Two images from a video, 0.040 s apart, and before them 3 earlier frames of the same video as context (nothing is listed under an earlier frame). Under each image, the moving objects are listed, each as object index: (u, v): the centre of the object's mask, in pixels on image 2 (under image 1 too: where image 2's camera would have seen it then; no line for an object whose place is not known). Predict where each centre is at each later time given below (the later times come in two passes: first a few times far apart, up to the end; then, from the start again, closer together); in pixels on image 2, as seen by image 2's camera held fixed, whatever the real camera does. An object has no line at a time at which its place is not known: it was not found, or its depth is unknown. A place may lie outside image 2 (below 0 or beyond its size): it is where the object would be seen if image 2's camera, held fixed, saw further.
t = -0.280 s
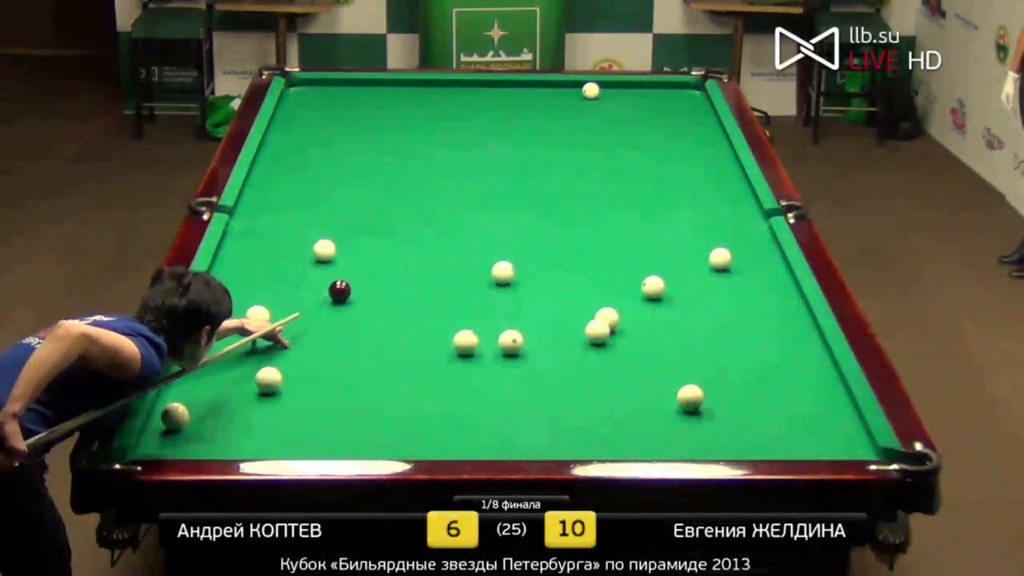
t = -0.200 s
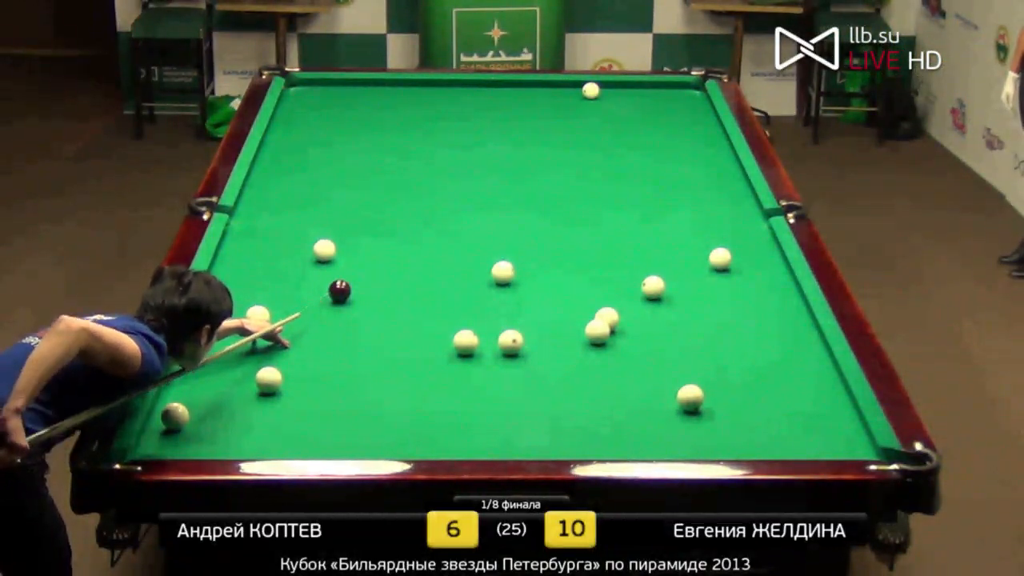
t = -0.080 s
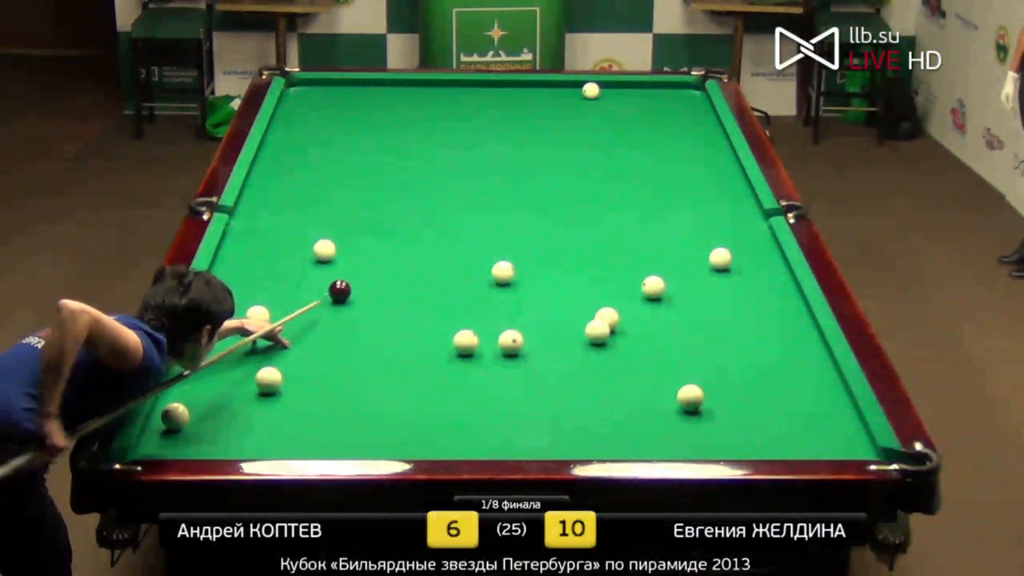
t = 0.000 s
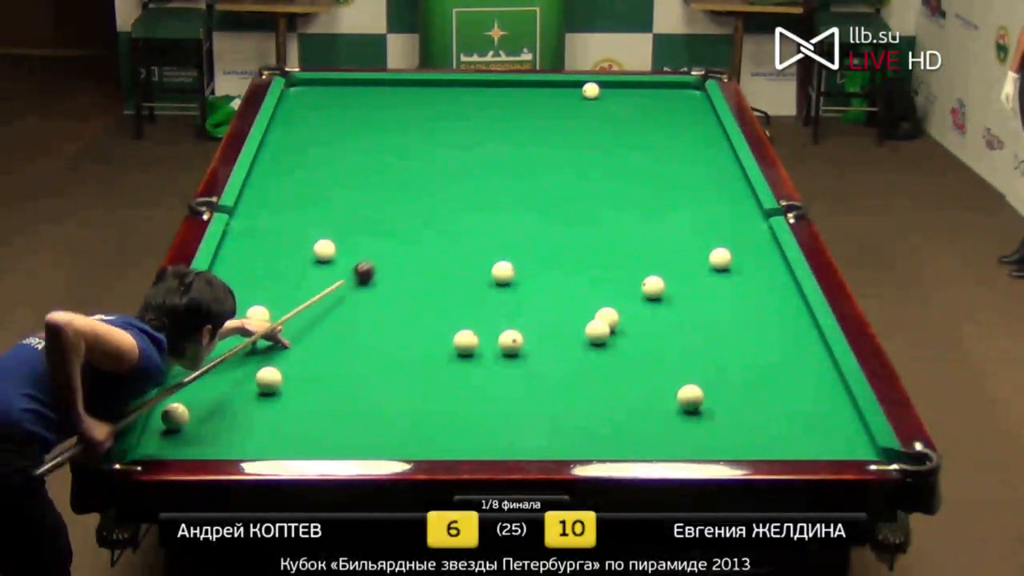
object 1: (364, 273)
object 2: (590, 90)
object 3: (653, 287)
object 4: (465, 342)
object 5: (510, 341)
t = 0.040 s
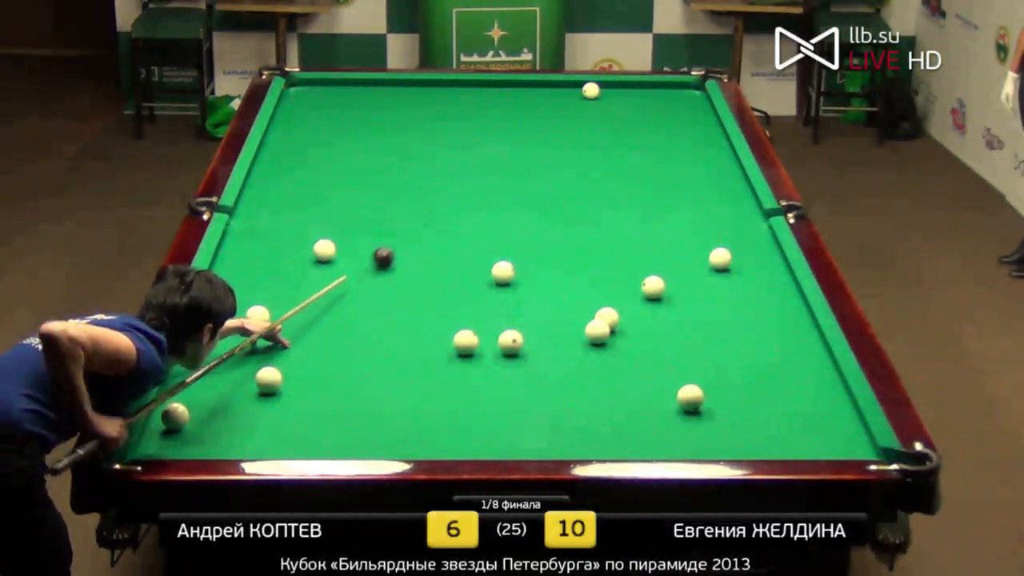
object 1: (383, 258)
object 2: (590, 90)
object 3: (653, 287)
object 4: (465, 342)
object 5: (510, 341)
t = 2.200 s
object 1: (622, 93)
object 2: (642, 236)
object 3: (653, 287)
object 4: (465, 341)
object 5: (511, 341)
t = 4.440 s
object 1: (497, 105)
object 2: (809, 363)
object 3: (547, 419)
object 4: (465, 342)
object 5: (510, 341)
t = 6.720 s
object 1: (440, 108)
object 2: (756, 415)
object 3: (489, 333)
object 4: (438, 335)
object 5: (522, 338)
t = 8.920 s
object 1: (436, 108)
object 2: (742, 425)
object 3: (490, 324)
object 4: (421, 332)
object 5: (524, 338)
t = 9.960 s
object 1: (436, 108)
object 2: (742, 424)
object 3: (490, 324)
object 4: (420, 332)
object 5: (524, 338)
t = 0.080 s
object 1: (401, 244)
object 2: (590, 90)
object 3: (653, 287)
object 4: (465, 342)
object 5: (510, 341)
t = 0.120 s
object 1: (418, 231)
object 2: (590, 90)
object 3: (653, 287)
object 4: (465, 342)
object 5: (510, 341)
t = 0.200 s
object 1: (449, 208)
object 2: (590, 90)
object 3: (653, 287)
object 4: (465, 342)
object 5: (510, 341)
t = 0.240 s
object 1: (462, 197)
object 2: (590, 90)
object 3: (653, 287)
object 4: (465, 342)
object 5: (510, 341)
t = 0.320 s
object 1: (487, 178)
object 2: (590, 90)
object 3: (653, 287)
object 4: (465, 342)
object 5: (510, 341)
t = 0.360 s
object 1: (498, 169)
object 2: (590, 90)
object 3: (653, 287)
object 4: (465, 342)
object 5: (510, 341)
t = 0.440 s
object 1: (520, 152)
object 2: (590, 90)
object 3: (653, 287)
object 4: (465, 342)
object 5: (510, 341)
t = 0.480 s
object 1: (531, 144)
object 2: (590, 90)
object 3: (653, 287)
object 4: (465, 342)
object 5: (511, 341)
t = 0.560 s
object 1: (550, 128)
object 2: (590, 90)
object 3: (653, 287)
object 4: (465, 342)
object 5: (510, 341)
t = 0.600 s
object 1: (560, 121)
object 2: (590, 90)
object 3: (653, 287)
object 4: (465, 342)
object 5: (511, 341)
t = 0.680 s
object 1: (578, 107)
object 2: (590, 90)
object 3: (653, 287)
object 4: (465, 342)
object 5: (511, 341)
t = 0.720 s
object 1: (586, 101)
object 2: (591, 89)
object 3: (653, 287)
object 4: (465, 342)
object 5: (511, 341)
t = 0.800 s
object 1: (605, 95)
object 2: (588, 83)
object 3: (653, 287)
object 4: (465, 342)
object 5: (511, 341)
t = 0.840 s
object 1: (615, 95)
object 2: (589, 86)
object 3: (653, 287)
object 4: (465, 342)
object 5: (511, 341)
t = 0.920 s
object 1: (635, 93)
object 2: (592, 94)
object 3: (653, 287)
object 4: (465, 342)
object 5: (510, 341)
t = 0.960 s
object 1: (645, 93)
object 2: (594, 98)
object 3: (653, 287)
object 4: (465, 342)
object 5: (511, 341)
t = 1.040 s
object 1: (663, 90)
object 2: (596, 106)
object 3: (653, 287)
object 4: (465, 342)
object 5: (511, 341)
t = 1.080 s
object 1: (672, 88)
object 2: (598, 110)
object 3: (653, 287)
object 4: (465, 342)
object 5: (510, 341)
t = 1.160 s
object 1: (690, 85)
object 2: (600, 117)
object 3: (653, 287)
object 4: (465, 342)
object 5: (511, 341)
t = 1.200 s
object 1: (698, 85)
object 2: (602, 120)
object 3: (653, 287)
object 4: (465, 341)
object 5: (511, 341)
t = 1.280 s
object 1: (689, 87)
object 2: (605, 129)
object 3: (653, 287)
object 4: (465, 342)
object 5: (511, 341)
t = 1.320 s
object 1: (686, 87)
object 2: (606, 133)
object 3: (653, 287)
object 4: (465, 341)
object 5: (511, 341)
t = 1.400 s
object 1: (679, 88)
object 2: (609, 141)
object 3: (653, 287)
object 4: (465, 341)
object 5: (511, 341)
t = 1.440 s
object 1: (676, 88)
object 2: (610, 145)
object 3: (653, 287)
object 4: (465, 341)
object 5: (511, 341)
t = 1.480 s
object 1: (674, 89)
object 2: (612, 149)
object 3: (653, 287)
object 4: (465, 341)
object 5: (511, 341)
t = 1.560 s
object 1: (668, 89)
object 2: (615, 158)
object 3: (653, 287)
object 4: (465, 341)
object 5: (511, 341)
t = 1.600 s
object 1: (665, 89)
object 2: (616, 162)
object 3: (653, 287)
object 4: (465, 341)
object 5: (511, 341)
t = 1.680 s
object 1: (659, 90)
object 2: (620, 171)
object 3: (653, 287)
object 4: (465, 341)
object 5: (511, 341)
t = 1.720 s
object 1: (656, 90)
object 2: (621, 176)
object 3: (653, 287)
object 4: (465, 341)
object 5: (511, 341)
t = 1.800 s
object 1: (650, 91)
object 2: (625, 185)
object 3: (653, 287)
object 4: (465, 341)
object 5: (511, 341)
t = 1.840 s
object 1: (647, 91)
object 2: (626, 190)
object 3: (653, 287)
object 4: (465, 341)
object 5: (511, 341)
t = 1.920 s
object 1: (642, 91)
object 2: (629, 199)
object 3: (653, 287)
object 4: (465, 341)
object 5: (511, 341)
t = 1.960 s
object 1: (639, 91)
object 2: (631, 204)
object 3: (653, 287)
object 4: (465, 341)
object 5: (511, 341)
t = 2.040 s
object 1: (633, 92)
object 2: (635, 214)
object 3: (653, 287)
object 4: (465, 341)
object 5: (511, 341)
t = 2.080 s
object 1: (630, 93)
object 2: (636, 220)
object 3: (653, 287)
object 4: (465, 341)
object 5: (511, 341)
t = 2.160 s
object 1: (625, 93)
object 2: (640, 230)
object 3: (653, 287)
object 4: (465, 341)
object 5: (511, 341)
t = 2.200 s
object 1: (622, 93)
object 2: (642, 236)
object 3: (653, 287)
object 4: (465, 341)
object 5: (511, 341)
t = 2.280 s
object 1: (616, 94)
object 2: (646, 247)
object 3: (653, 287)
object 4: (465, 341)
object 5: (511, 341)
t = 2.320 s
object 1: (614, 95)
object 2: (648, 252)
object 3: (653, 287)
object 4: (465, 341)
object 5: (511, 341)
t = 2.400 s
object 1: (608, 95)
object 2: (651, 263)
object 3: (653, 287)
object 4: (465, 341)
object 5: (510, 341)
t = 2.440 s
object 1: (606, 95)
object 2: (653, 267)
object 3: (653, 287)
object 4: (465, 341)
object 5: (511, 341)
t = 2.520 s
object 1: (600, 96)
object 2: (661, 277)
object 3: (651, 291)
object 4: (465, 341)
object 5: (510, 341)
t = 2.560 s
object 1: (598, 96)
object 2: (665, 280)
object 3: (649, 295)
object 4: (465, 341)
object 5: (510, 341)
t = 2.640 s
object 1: (593, 96)
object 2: (672, 284)
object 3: (644, 304)
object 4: (465, 341)
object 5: (510, 341)
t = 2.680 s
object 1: (591, 97)
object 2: (677, 285)
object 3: (643, 308)
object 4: (465, 341)
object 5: (510, 341)
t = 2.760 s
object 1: (586, 97)
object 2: (685, 290)
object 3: (639, 316)
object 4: (465, 341)
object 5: (510, 341)
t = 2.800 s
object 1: (583, 98)
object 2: (689, 291)
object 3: (637, 320)
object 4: (465, 341)
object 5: (510, 341)
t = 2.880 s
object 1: (578, 98)
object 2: (698, 295)
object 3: (633, 328)
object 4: (465, 341)
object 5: (510, 341)
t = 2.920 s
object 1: (576, 98)
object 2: (701, 297)
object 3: (631, 332)
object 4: (465, 341)
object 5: (510, 341)
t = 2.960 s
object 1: (573, 98)
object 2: (706, 299)
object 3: (629, 336)
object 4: (465, 341)
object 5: (510, 341)
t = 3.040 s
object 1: (568, 99)
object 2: (715, 303)
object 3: (624, 345)
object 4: (465, 341)
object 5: (511, 341)
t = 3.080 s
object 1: (566, 99)
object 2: (719, 305)
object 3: (622, 349)
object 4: (465, 341)
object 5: (510, 341)
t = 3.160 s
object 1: (561, 99)
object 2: (727, 309)
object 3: (618, 357)
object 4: (465, 341)
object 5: (510, 341)
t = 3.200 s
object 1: (559, 99)
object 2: (731, 311)
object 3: (616, 361)
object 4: (465, 341)
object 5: (510, 341)
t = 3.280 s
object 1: (555, 100)
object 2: (739, 314)
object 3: (612, 370)
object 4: (465, 341)
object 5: (510, 341)
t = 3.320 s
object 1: (552, 100)
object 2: (743, 316)
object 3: (609, 373)
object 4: (465, 341)
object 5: (510, 341)
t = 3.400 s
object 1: (548, 100)
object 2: (752, 320)
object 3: (605, 383)
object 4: (465, 341)
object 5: (511, 341)
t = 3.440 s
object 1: (546, 101)
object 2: (756, 322)
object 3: (603, 388)
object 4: (465, 341)
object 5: (510, 341)
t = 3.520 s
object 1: (542, 101)
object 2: (764, 326)
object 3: (599, 397)
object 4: (465, 341)
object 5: (511, 341)
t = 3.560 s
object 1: (539, 101)
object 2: (768, 328)
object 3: (596, 401)
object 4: (465, 341)
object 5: (510, 341)
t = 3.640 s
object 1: (535, 102)
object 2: (776, 331)
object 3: (592, 411)
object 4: (465, 341)
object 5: (511, 341)
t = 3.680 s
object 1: (533, 102)
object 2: (780, 333)
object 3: (589, 415)
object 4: (465, 341)
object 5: (511, 341)
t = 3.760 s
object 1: (529, 102)
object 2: (788, 337)
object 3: (584, 425)
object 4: (465, 341)
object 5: (511, 341)
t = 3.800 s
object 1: (527, 102)
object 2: (792, 338)
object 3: (582, 429)
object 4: (465, 341)
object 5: (510, 341)
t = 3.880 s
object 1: (523, 103)
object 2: (800, 342)
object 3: (577, 438)
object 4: (465, 341)
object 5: (511, 341)
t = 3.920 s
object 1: (521, 103)
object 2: (804, 344)
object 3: (574, 441)
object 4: (465, 341)
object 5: (510, 341)
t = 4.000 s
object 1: (517, 103)
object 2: (812, 348)
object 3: (570, 445)
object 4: (465, 341)
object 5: (510, 341)
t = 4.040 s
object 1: (515, 103)
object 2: (816, 350)
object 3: (567, 443)
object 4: (465, 341)
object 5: (510, 341)
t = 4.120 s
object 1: (512, 104)
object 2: (818, 353)
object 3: (563, 440)
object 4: (465, 341)
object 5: (510, 341)
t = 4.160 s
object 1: (510, 104)
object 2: (817, 354)
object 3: (561, 438)
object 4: (465, 341)
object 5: (510, 341)
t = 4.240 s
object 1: (506, 104)
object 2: (815, 357)
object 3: (557, 432)
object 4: (465, 342)
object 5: (510, 341)
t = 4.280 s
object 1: (504, 104)
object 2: (814, 358)
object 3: (555, 429)
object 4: (465, 341)
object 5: (510, 341)
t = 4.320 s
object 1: (503, 105)
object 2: (813, 359)
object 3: (553, 427)
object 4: (465, 342)
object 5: (510, 341)
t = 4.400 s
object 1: (499, 105)
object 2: (810, 362)
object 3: (549, 421)
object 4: (465, 342)
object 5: (510, 341)
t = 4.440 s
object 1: (497, 105)
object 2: (809, 363)
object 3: (547, 419)
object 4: (465, 342)
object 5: (510, 341)
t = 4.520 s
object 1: (494, 105)
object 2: (807, 366)
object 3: (543, 414)
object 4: (465, 341)
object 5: (510, 341)
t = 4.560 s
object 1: (493, 105)
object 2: (806, 367)
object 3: (541, 411)
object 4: (465, 341)
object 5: (510, 341)
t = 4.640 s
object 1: (489, 106)
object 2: (804, 369)
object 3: (538, 407)
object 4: (465, 341)
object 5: (510, 341)
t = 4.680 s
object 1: (488, 106)
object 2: (803, 370)
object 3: (536, 405)
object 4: (465, 341)
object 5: (510, 341)
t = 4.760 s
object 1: (485, 106)
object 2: (801, 373)
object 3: (532, 400)
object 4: (465, 342)
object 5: (510, 341)
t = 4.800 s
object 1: (483, 106)
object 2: (799, 374)
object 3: (531, 397)
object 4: (465, 341)
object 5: (510, 341)
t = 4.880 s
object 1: (480, 106)
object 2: (798, 376)
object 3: (527, 394)
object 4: (465, 342)
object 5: (510, 341)
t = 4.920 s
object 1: (479, 106)
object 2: (796, 377)
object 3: (525, 392)
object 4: (465, 341)
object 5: (510, 342)
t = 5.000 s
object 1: (476, 107)
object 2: (795, 379)
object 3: (522, 387)
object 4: (465, 342)
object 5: (510, 341)
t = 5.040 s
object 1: (475, 107)
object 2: (794, 381)
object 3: (520, 385)
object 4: (465, 341)
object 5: (510, 341)
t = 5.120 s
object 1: (472, 107)
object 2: (791, 383)
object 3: (517, 381)
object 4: (465, 341)
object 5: (510, 341)
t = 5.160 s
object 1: (471, 107)
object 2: (790, 384)
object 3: (515, 379)
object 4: (465, 341)
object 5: (510, 341)
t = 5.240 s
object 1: (469, 107)
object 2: (788, 386)
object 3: (512, 375)
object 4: (465, 341)
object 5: (510, 341)
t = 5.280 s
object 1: (467, 107)
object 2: (787, 387)
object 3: (510, 373)
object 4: (466, 341)
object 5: (510, 341)
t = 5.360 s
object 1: (465, 107)
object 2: (785, 389)
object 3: (507, 370)
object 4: (465, 342)
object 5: (510, 341)
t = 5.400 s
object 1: (464, 107)
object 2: (784, 390)
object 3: (505, 368)
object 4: (465, 341)
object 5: (510, 341)
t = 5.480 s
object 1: (462, 107)
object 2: (782, 392)
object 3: (503, 365)
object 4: (465, 341)
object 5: (511, 341)
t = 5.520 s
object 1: (461, 107)
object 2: (781, 393)
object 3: (501, 363)
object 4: (465, 341)
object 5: (511, 340)
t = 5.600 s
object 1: (459, 107)
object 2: (780, 394)
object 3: (499, 359)
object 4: (465, 342)
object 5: (511, 340)
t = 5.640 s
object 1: (458, 108)
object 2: (778, 396)
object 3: (497, 357)
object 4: (465, 342)
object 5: (511, 340)
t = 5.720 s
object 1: (455, 108)
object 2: (777, 397)
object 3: (494, 355)
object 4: (465, 341)
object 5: (511, 341)
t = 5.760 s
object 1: (455, 108)
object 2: (776, 398)
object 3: (494, 354)
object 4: (465, 342)
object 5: (511, 341)
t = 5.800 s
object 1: (454, 108)
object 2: (775, 399)
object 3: (492, 351)
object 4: (465, 342)
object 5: (511, 341)
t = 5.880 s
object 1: (452, 108)
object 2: (773, 401)
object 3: (489, 348)
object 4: (465, 342)
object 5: (511, 341)
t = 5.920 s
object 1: (451, 108)
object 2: (772, 402)
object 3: (488, 347)
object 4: (464, 341)
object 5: (511, 341)
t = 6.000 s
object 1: (450, 108)
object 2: (771, 404)
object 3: (490, 345)
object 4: (462, 341)
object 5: (512, 340)
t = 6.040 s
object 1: (449, 108)
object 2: (770, 404)
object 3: (488, 344)
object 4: (460, 340)
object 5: (513, 341)
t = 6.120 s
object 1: (448, 108)
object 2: (768, 406)
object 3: (488, 343)
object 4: (457, 340)
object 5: (515, 341)
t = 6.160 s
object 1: (447, 108)
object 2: (767, 407)
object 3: (488, 342)
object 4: (455, 339)
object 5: (515, 340)
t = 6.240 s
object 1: (446, 108)
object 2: (765, 408)
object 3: (488, 341)
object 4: (453, 339)
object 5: (517, 340)
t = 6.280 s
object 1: (445, 108)
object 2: (765, 408)
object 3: (488, 340)
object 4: (451, 338)
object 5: (517, 340)
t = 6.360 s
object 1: (444, 108)
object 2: (763, 410)
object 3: (488, 339)
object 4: (449, 338)
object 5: (519, 339)
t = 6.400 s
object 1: (443, 108)
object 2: (762, 411)
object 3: (488, 338)
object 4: (447, 337)
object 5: (519, 339)
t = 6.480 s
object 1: (442, 108)
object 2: (761, 412)
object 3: (488, 337)
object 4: (445, 337)
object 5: (520, 339)
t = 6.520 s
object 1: (442, 108)
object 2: (760, 413)
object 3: (488, 336)
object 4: (444, 337)
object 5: (520, 339)
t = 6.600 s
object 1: (441, 108)
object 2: (758, 414)
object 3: (489, 335)
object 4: (441, 336)
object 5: (521, 339)
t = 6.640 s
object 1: (440, 108)
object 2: (758, 414)
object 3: (489, 334)
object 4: (441, 336)
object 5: (522, 338)
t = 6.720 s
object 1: (440, 108)
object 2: (756, 415)
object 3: (489, 333)
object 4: (438, 335)
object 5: (522, 338)
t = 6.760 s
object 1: (439, 108)
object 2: (756, 415)
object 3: (489, 333)
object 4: (437, 335)
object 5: (523, 338)
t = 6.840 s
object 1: (439, 108)
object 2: (754, 416)
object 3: (489, 332)
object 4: (435, 335)
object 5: (523, 338)
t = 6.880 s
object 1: (438, 108)
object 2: (753, 417)
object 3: (489, 331)
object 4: (435, 335)
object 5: (523, 338)
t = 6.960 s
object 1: (437, 108)
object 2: (752, 418)
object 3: (489, 330)
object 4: (433, 334)
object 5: (523, 338)
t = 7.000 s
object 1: (437, 108)
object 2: (752, 418)
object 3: (489, 330)
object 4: (432, 334)
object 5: (524, 338)
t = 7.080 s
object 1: (437, 108)
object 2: (750, 419)
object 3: (489, 329)
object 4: (430, 334)
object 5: (524, 338)
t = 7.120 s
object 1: (437, 108)
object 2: (750, 419)
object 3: (489, 328)
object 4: (430, 333)
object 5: (524, 338)
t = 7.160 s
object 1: (437, 108)
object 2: (749, 419)
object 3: (488, 328)
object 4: (429, 333)
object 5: (524, 338)
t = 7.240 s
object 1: (436, 108)
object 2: (748, 420)
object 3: (488, 327)
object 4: (427, 333)
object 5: (524, 338)
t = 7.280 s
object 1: (436, 108)
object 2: (748, 421)
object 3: (488, 327)
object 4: (427, 333)
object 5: (524, 338)
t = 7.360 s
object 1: (436, 108)
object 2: (747, 421)
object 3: (488, 326)
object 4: (426, 333)
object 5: (524, 338)
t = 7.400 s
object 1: (436, 108)
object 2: (746, 422)
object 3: (488, 326)
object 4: (425, 333)
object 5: (524, 338)
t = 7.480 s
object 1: (436, 108)
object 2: (745, 422)
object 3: (488, 325)
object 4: (424, 333)
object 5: (524, 338)
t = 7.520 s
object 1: (436, 108)
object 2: (745, 422)
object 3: (488, 325)
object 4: (424, 333)
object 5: (524, 338)
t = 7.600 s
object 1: (436, 108)
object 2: (745, 422)
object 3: (488, 324)
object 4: (423, 333)
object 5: (524, 337)
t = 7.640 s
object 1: (436, 108)
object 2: (744, 423)
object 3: (488, 325)
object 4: (422, 333)
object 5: (524, 337)
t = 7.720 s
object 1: (436, 108)
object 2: (744, 423)
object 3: (488, 324)
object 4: (422, 333)
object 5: (524, 337)
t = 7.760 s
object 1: (436, 108)
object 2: (744, 424)
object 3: (489, 324)
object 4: (422, 332)
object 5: (524, 338)
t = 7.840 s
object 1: (436, 108)
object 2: (743, 424)
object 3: (489, 324)
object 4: (421, 332)
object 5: (524, 338)
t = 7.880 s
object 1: (436, 108)
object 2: (743, 424)
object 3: (489, 324)
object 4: (421, 332)
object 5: (524, 338)
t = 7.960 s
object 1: (436, 108)
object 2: (743, 424)
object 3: (489, 323)
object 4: (421, 332)
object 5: (524, 338)
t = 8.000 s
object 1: (436, 108)
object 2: (743, 424)
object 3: (489, 323)
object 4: (421, 332)
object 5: (524, 338)
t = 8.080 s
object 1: (436, 108)
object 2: (742, 424)
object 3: (489, 323)
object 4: (420, 332)
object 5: (524, 338)
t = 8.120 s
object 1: (436, 108)
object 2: (742, 425)
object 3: (490, 323)
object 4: (420, 332)
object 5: (524, 338)
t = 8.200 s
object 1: (436, 108)
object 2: (742, 425)
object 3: (490, 324)
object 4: (420, 332)
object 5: (524, 338)
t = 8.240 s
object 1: (436, 108)
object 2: (742, 425)
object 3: (490, 324)
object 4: (420, 332)
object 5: (524, 338)
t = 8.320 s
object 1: (436, 108)
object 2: (742, 425)
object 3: (490, 323)
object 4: (420, 332)
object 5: (524, 338)
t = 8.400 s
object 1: (436, 108)
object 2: (742, 425)
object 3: (490, 325)
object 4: (422, 332)
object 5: (525, 337)
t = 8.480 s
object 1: (436, 108)
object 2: (742, 425)
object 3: (490, 324)
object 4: (420, 332)
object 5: (524, 338)
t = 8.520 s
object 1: (436, 108)
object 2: (742, 425)
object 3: (490, 324)
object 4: (420, 332)
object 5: (524, 338)
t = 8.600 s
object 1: (436, 108)
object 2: (742, 425)
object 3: (490, 324)
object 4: (421, 332)
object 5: (524, 338)
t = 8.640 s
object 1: (436, 108)
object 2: (742, 425)
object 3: (490, 324)
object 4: (420, 332)
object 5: (524, 338)
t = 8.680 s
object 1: (436, 108)
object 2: (742, 425)
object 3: (490, 324)
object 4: (420, 332)
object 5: (524, 338)
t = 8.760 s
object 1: (436, 108)
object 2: (742, 425)
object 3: (490, 324)
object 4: (420, 332)
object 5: (524, 338)
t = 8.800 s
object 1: (436, 108)
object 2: (742, 425)
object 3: (490, 324)
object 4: (420, 332)
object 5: (524, 338)
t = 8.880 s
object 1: (436, 108)
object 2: (742, 425)
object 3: (490, 324)
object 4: (420, 332)
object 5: (524, 338)
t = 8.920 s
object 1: (436, 108)
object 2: (742, 425)
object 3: (490, 324)
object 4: (421, 332)
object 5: (524, 338)
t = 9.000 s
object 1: (436, 108)
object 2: (742, 425)
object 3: (490, 324)
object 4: (420, 332)
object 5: (524, 338)
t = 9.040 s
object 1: (436, 108)
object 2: (742, 425)
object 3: (490, 324)
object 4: (420, 332)
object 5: (524, 338)
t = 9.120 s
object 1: (436, 108)
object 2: (742, 424)
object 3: (490, 324)
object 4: (420, 332)
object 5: (524, 338)
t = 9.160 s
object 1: (436, 108)
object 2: (742, 424)
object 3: (490, 324)
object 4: (420, 332)
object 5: (524, 338)
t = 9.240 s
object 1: (436, 108)
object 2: (742, 424)
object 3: (490, 324)
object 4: (420, 332)
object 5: (524, 338)
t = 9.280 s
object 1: (436, 108)
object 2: (742, 424)
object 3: (490, 324)
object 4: (420, 332)
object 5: (524, 338)
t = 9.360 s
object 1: (436, 108)
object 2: (743, 424)
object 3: (490, 324)
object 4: (420, 332)
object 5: (524, 338)
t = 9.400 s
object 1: (436, 108)
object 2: (743, 424)
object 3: (490, 324)
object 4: (420, 332)
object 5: (524, 338)
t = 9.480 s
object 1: (436, 108)
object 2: (743, 424)
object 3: (490, 324)
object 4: (420, 332)
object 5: (524, 338)
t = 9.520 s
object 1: (436, 108)
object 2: (742, 424)
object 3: (490, 324)
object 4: (420, 332)
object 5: (524, 338)
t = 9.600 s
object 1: (436, 108)
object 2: (742, 424)
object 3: (490, 324)
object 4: (420, 332)
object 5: (524, 338)
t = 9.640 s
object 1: (436, 108)
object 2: (742, 424)
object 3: (490, 324)
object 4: (420, 332)
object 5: (524, 338)
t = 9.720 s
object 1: (436, 108)
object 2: (743, 424)
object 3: (490, 324)
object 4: (420, 332)
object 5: (524, 338)
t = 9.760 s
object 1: (436, 108)
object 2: (743, 424)
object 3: (490, 324)
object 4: (420, 332)
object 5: (524, 338)
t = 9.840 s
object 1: (436, 108)
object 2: (742, 424)
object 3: (490, 324)
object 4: (420, 332)
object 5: (524, 338)
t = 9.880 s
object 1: (436, 108)
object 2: (742, 424)
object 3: (490, 324)
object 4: (420, 332)
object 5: (524, 338)
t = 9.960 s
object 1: (436, 108)
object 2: (742, 424)
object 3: (490, 324)
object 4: (420, 332)
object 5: (524, 338)
